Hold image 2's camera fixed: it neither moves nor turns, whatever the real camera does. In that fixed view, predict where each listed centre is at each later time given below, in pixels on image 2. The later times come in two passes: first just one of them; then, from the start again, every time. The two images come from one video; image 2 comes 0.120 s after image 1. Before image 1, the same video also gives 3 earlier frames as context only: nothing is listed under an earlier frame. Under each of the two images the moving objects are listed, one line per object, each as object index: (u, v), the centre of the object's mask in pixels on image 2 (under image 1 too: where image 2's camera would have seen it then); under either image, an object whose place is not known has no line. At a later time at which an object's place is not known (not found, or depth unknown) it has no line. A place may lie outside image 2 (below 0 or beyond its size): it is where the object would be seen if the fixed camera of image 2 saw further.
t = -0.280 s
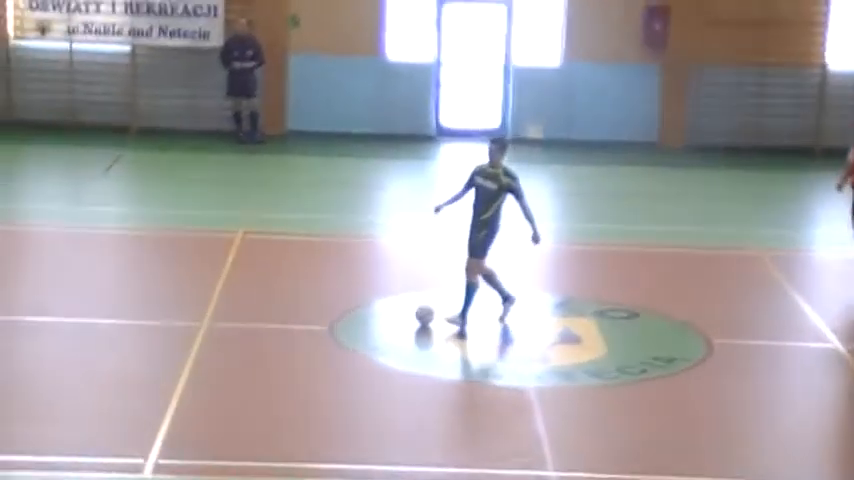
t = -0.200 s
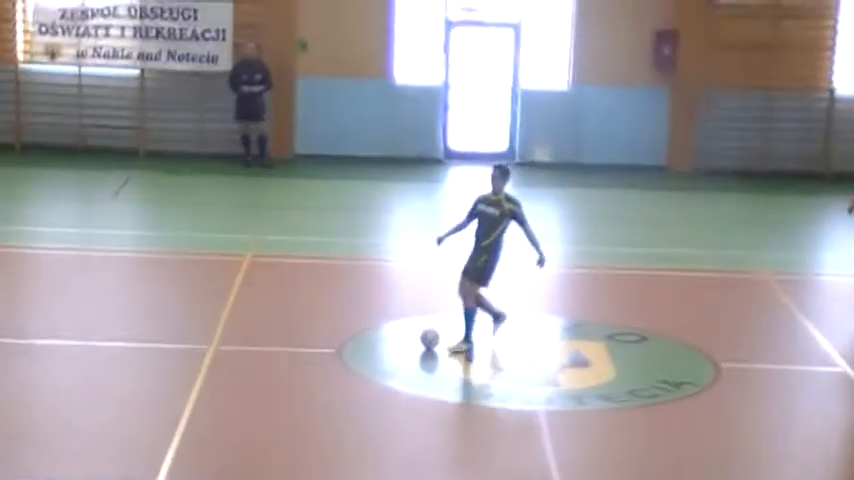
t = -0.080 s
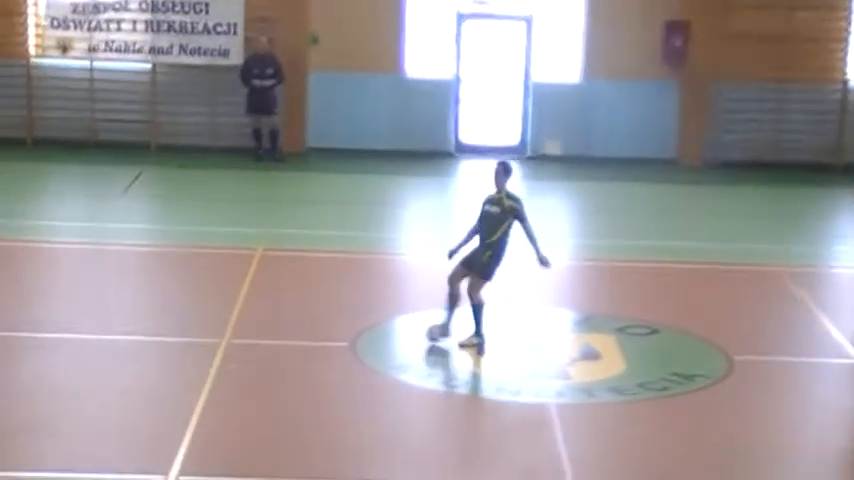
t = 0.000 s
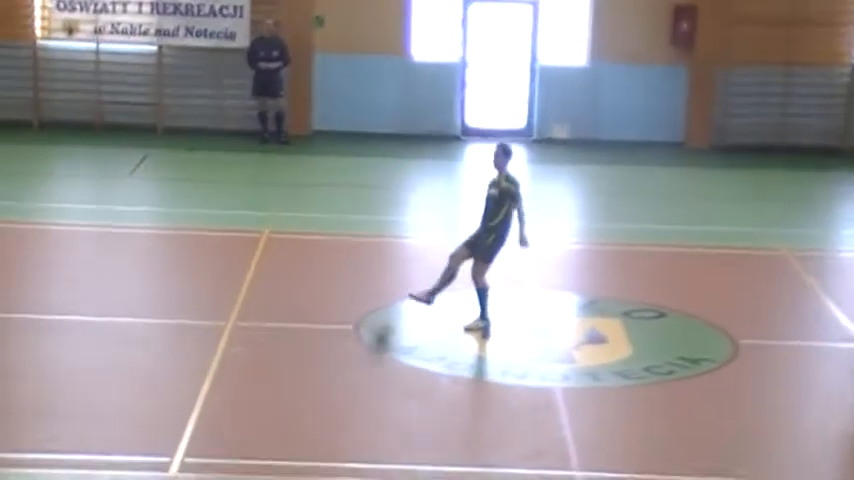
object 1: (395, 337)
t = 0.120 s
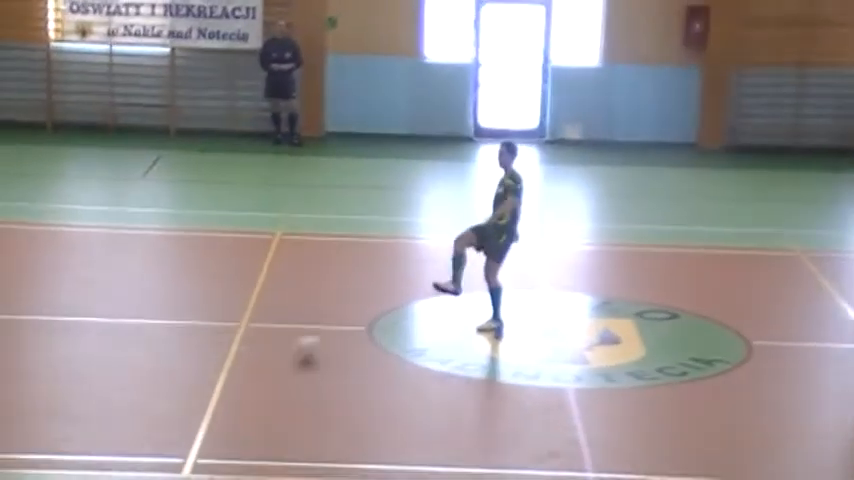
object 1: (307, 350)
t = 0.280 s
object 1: (191, 376)
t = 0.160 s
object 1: (278, 357)
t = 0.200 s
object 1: (248, 363)
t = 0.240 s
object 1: (219, 371)
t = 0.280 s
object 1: (191, 376)
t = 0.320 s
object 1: (161, 384)
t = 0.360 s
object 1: (134, 390)
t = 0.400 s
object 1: (107, 397)
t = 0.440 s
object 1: (76, 401)
